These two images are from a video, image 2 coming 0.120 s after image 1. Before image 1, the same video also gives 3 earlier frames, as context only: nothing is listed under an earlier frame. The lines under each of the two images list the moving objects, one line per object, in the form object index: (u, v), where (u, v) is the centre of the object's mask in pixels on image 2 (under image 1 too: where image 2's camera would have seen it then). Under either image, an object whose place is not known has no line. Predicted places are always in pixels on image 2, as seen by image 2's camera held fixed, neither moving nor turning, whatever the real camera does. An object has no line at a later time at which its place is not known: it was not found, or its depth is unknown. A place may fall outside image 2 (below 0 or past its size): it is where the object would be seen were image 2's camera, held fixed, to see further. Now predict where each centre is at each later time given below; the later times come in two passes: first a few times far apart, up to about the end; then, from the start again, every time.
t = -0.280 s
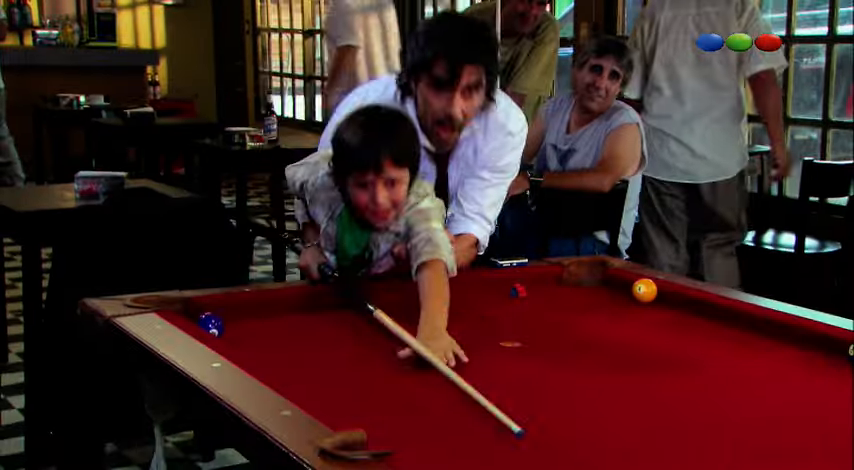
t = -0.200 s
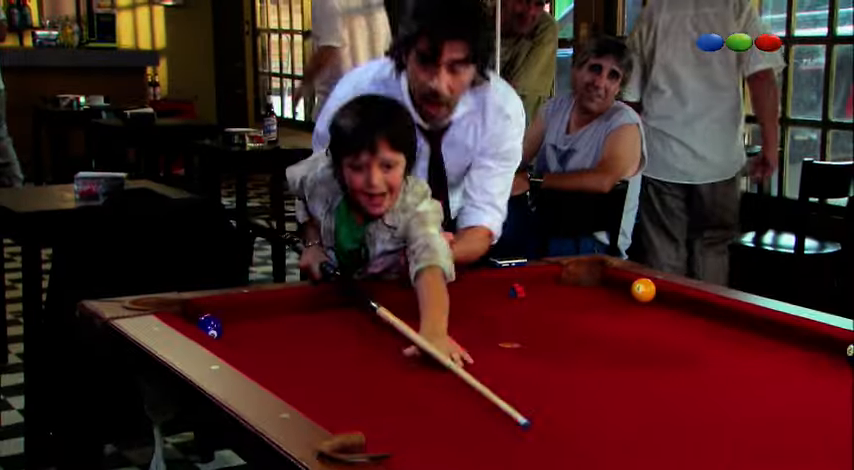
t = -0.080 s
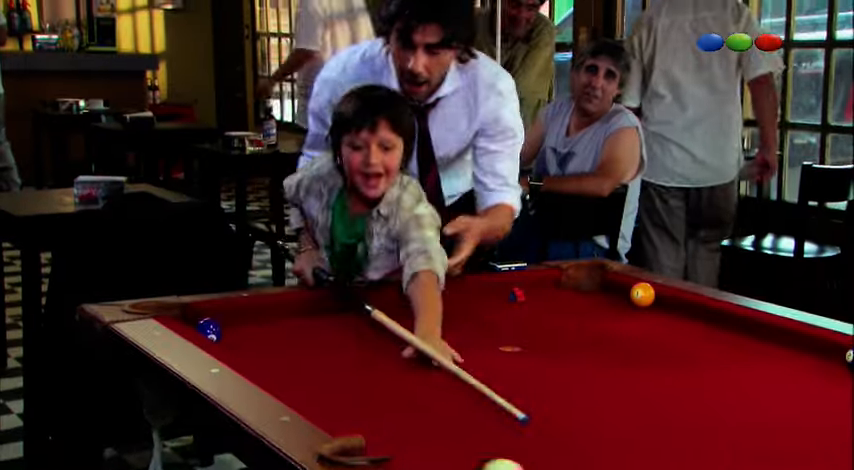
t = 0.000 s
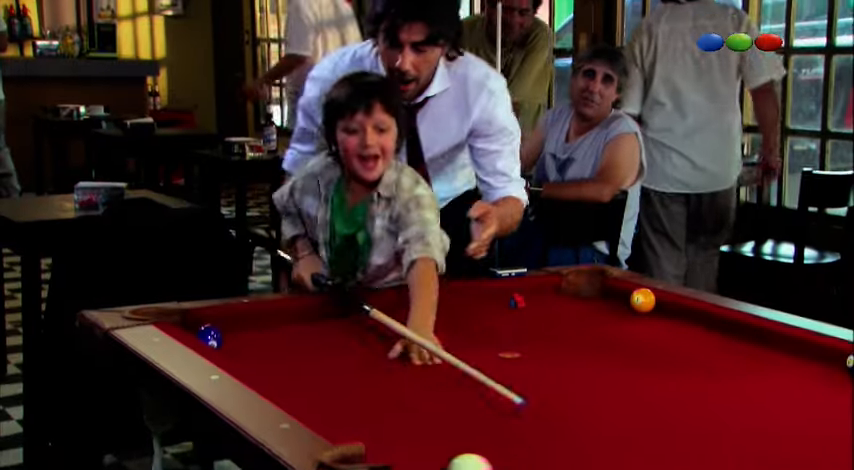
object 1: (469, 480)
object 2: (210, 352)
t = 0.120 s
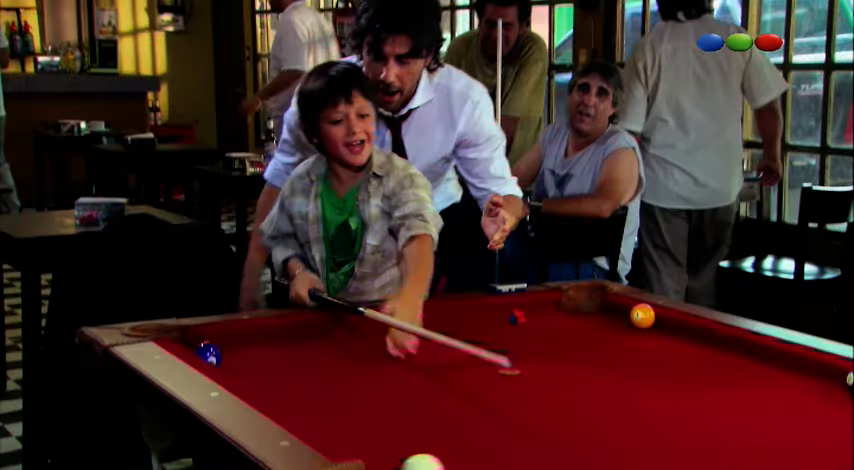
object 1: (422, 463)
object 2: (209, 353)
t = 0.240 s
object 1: (378, 444)
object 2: (209, 353)
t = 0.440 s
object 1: (345, 417)
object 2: (209, 353)
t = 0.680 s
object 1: (310, 397)
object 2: (210, 352)
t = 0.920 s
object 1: (276, 380)
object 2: (209, 352)
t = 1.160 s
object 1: (245, 367)
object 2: (209, 352)
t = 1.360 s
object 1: (223, 357)
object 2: (202, 349)
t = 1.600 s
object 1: (213, 353)
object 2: (195, 340)
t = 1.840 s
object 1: (209, 350)
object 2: (185, 336)
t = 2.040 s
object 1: (206, 348)
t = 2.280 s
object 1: (204, 347)
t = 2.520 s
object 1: (203, 347)
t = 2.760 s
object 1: (203, 347)
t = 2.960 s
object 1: (203, 347)
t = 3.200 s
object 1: (203, 347)
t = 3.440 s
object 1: (203, 346)
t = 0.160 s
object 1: (407, 456)
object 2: (209, 353)
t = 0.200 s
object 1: (392, 450)
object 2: (209, 353)
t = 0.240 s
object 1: (378, 444)
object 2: (209, 353)
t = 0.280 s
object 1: (369, 437)
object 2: (209, 353)
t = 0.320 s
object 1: (362, 432)
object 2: (209, 352)
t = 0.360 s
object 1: (356, 426)
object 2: (209, 352)
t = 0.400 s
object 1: (350, 421)
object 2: (210, 352)
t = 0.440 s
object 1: (345, 417)
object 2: (209, 353)
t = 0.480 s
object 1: (339, 413)
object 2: (209, 352)
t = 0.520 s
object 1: (332, 409)
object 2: (209, 352)
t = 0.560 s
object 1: (327, 406)
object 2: (210, 352)
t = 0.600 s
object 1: (321, 403)
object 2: (209, 352)
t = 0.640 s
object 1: (315, 400)
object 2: (209, 352)
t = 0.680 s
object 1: (310, 397)
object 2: (210, 352)
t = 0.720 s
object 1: (304, 394)
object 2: (210, 352)
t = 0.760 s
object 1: (298, 391)
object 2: (210, 352)
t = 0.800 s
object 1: (293, 388)
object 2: (210, 352)
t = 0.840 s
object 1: (287, 385)
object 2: (210, 352)
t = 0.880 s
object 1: (282, 382)
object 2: (210, 352)
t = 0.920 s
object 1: (276, 380)
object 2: (209, 352)
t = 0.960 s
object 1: (271, 377)
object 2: (209, 352)
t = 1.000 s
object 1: (266, 375)
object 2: (209, 352)
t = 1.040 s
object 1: (260, 373)
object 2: (209, 352)
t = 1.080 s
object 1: (255, 370)
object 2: (209, 352)
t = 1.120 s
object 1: (250, 368)
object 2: (209, 352)
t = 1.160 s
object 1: (245, 367)
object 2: (209, 352)
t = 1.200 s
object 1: (240, 365)
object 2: (210, 352)
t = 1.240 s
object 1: (236, 363)
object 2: (209, 352)
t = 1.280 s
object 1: (230, 361)
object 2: (207, 350)
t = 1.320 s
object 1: (226, 358)
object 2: (204, 350)
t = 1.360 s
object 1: (223, 357)
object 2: (202, 349)
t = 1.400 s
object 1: (221, 356)
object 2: (202, 347)
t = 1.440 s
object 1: (220, 355)
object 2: (201, 345)
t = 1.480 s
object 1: (218, 355)
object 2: (200, 343)
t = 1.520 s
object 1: (217, 354)
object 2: (199, 342)
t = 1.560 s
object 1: (215, 353)
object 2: (196, 342)
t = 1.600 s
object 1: (213, 353)
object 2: (195, 340)
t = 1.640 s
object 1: (213, 352)
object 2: (194, 339)
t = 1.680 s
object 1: (212, 352)
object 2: (192, 338)
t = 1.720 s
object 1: (211, 351)
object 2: (190, 337)
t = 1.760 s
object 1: (211, 351)
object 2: (189, 337)
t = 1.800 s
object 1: (210, 350)
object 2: (188, 336)
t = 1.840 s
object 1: (209, 350)
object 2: (185, 336)
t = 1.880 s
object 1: (208, 349)
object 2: (181, 338)
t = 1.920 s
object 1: (207, 349)
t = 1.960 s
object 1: (206, 349)
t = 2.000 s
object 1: (206, 348)
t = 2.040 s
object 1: (206, 348)
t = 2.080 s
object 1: (205, 348)
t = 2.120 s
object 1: (205, 348)
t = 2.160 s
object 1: (204, 347)
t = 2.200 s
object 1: (204, 347)
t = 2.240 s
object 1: (204, 347)
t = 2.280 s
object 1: (204, 347)
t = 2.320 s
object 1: (204, 347)
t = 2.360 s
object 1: (204, 347)
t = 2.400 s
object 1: (204, 347)
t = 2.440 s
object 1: (203, 347)
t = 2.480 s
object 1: (203, 347)
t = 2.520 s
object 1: (203, 347)
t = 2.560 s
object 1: (203, 347)
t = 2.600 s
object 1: (203, 347)
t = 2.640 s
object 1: (203, 347)
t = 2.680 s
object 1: (203, 347)
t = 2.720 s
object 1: (203, 347)
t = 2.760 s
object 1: (203, 347)
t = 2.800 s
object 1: (203, 347)
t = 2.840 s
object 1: (203, 347)
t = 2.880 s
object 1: (203, 347)
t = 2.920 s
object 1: (203, 347)
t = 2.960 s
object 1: (203, 347)
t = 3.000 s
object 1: (203, 347)
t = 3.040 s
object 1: (203, 347)
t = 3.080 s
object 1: (203, 347)
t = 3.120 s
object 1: (203, 347)
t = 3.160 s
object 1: (203, 347)
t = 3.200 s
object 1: (203, 347)
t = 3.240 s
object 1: (203, 347)
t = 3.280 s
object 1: (203, 346)
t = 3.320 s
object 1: (203, 347)
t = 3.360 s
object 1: (203, 347)
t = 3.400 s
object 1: (203, 347)
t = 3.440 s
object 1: (203, 346)
